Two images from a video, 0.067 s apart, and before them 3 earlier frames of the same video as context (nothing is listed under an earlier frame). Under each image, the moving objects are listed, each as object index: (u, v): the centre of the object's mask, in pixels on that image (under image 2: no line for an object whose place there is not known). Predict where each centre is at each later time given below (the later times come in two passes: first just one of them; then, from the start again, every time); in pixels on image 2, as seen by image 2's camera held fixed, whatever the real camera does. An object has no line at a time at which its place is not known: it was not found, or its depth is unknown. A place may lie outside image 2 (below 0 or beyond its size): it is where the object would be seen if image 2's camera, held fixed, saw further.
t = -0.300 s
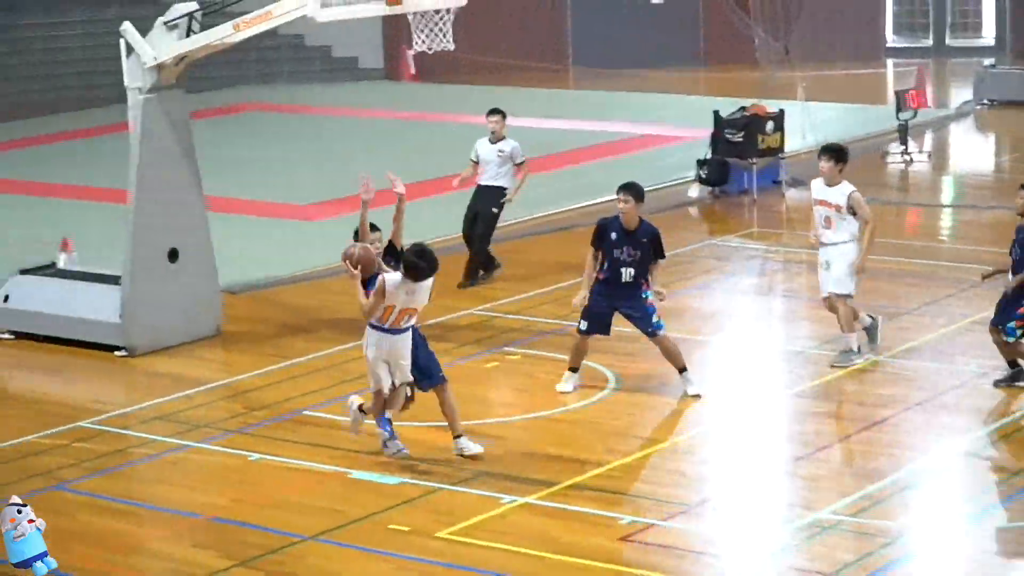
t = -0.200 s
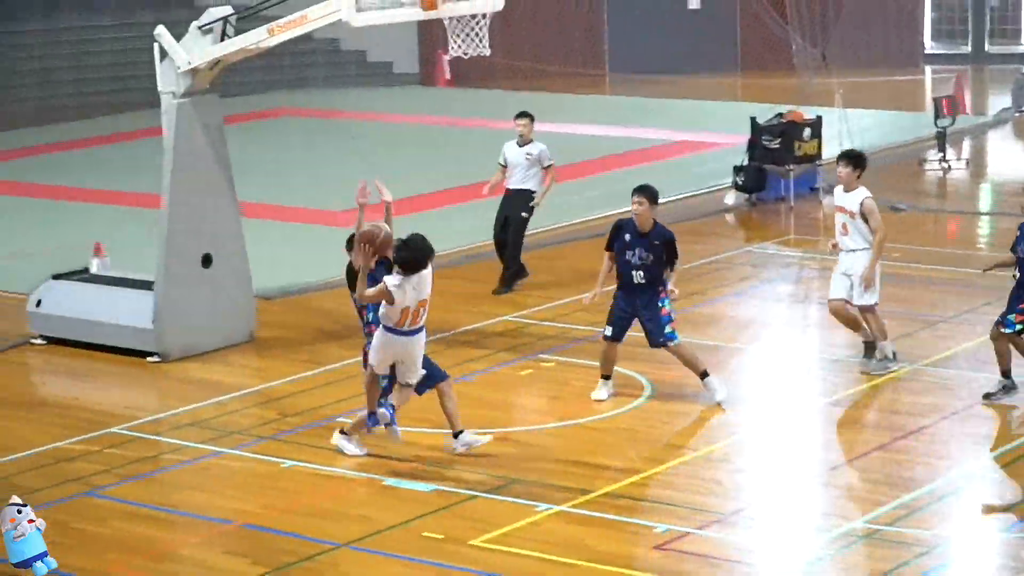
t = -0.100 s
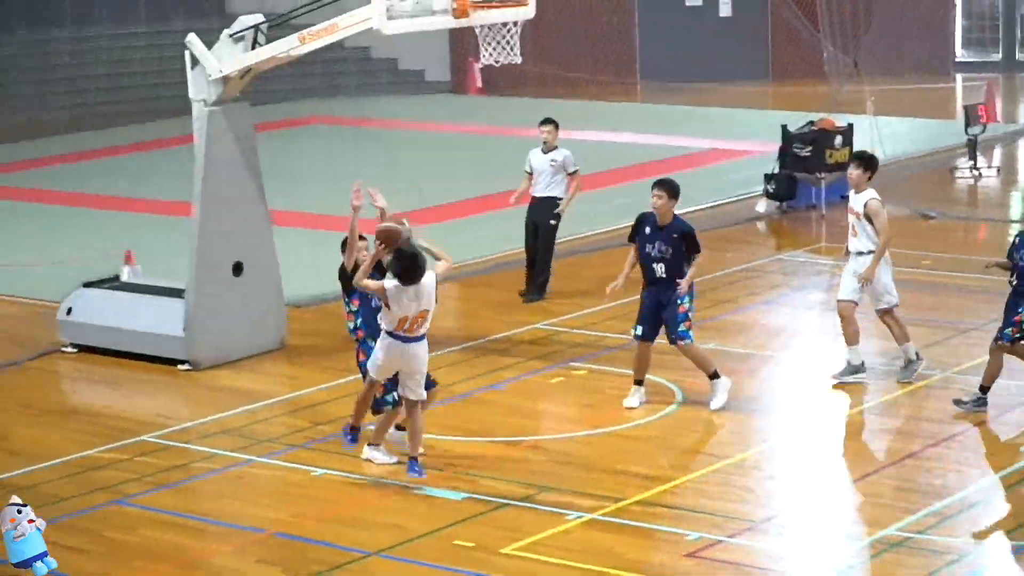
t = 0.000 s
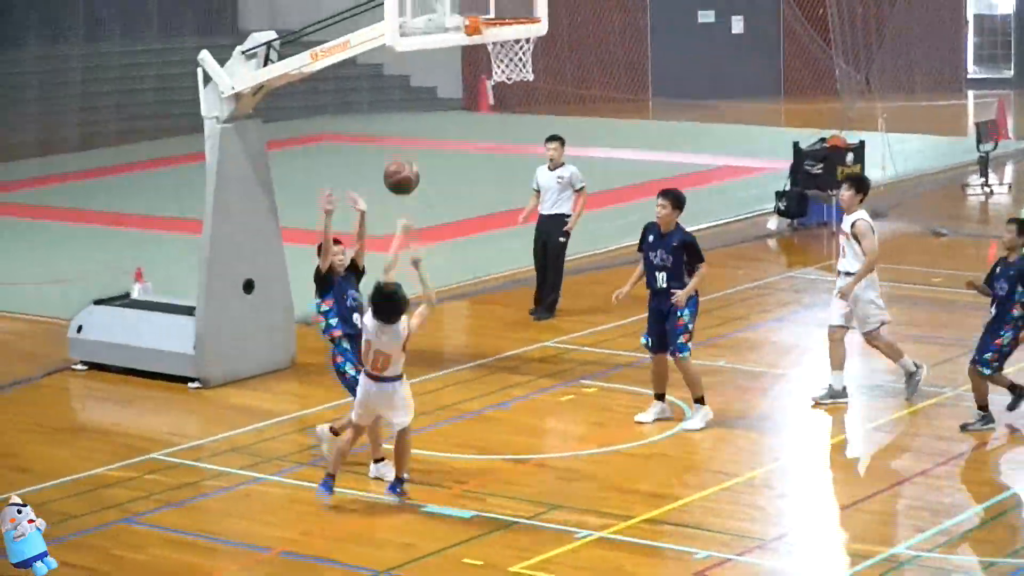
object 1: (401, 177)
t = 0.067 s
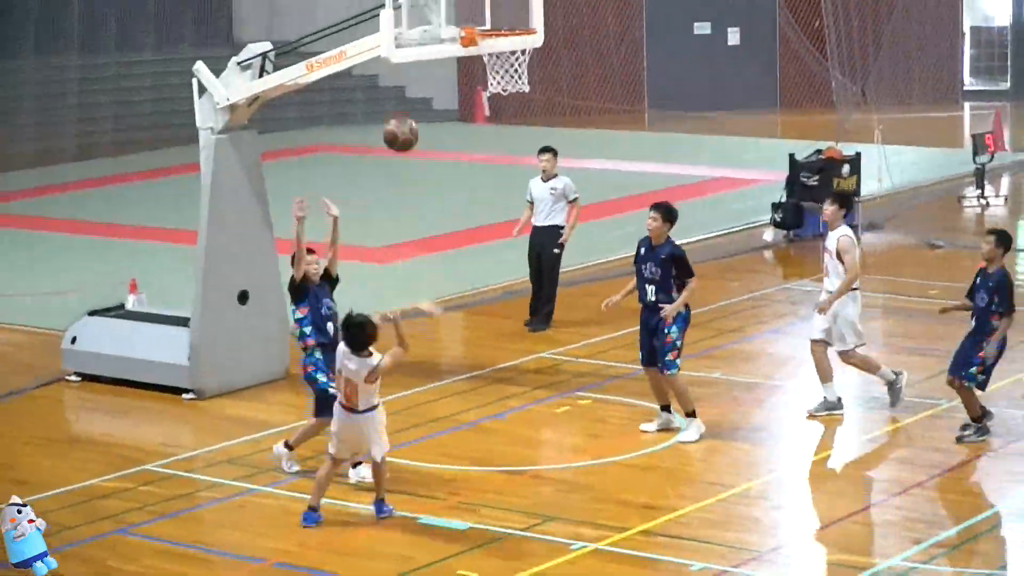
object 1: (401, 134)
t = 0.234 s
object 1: (412, 34)
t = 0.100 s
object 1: (403, 111)
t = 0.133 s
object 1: (406, 88)
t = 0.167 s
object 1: (408, 69)
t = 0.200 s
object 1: (410, 50)
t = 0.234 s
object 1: (412, 34)
